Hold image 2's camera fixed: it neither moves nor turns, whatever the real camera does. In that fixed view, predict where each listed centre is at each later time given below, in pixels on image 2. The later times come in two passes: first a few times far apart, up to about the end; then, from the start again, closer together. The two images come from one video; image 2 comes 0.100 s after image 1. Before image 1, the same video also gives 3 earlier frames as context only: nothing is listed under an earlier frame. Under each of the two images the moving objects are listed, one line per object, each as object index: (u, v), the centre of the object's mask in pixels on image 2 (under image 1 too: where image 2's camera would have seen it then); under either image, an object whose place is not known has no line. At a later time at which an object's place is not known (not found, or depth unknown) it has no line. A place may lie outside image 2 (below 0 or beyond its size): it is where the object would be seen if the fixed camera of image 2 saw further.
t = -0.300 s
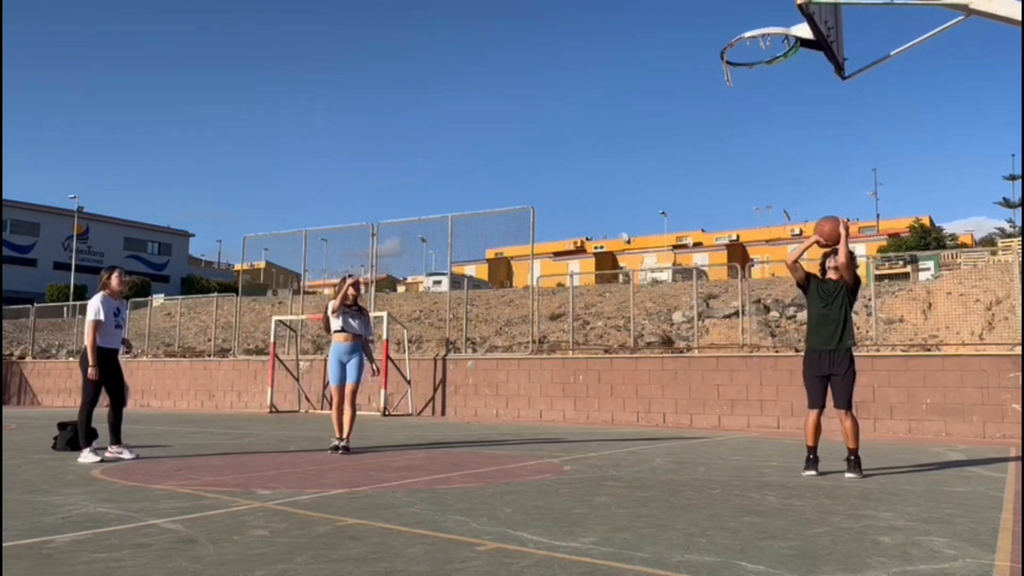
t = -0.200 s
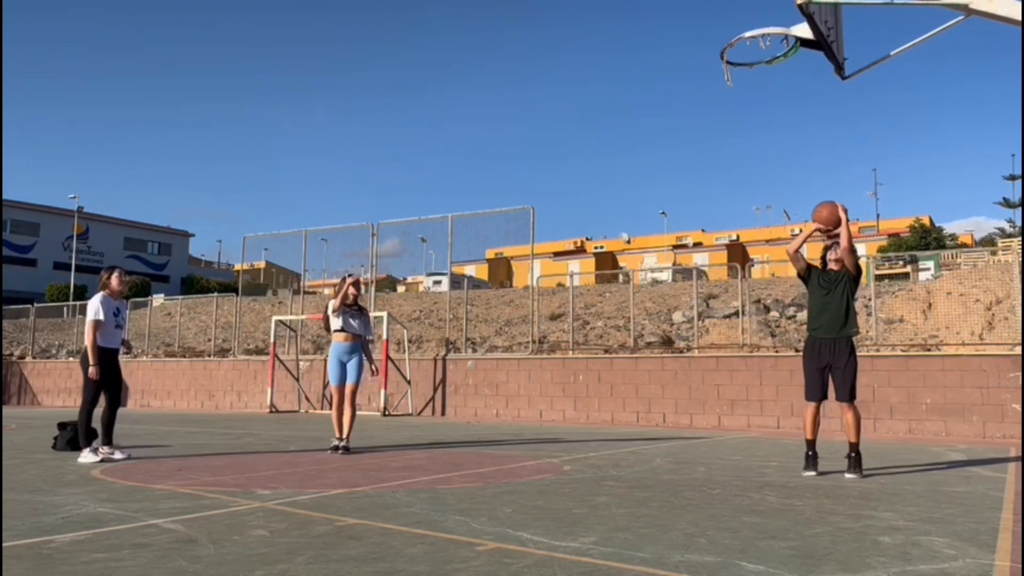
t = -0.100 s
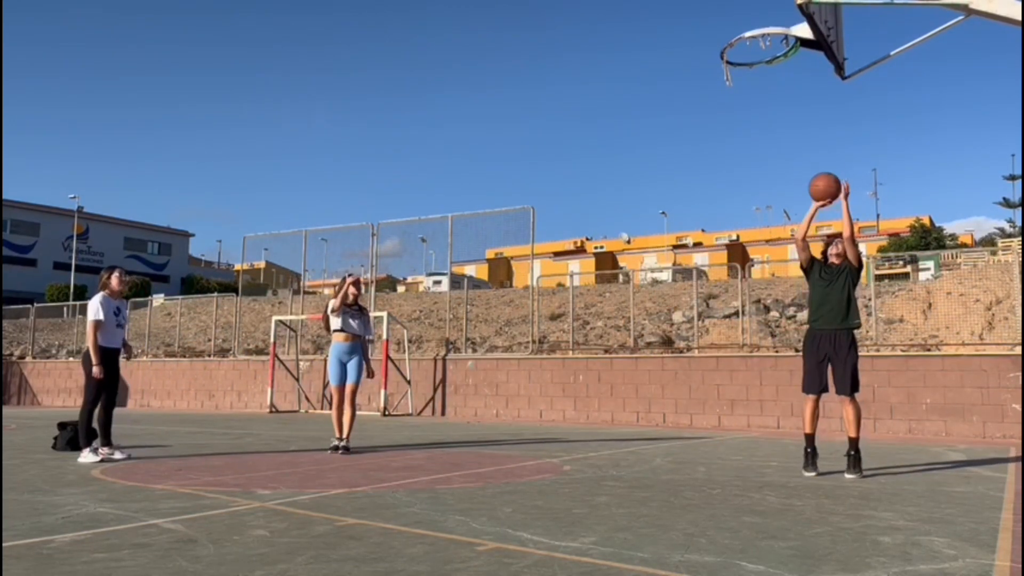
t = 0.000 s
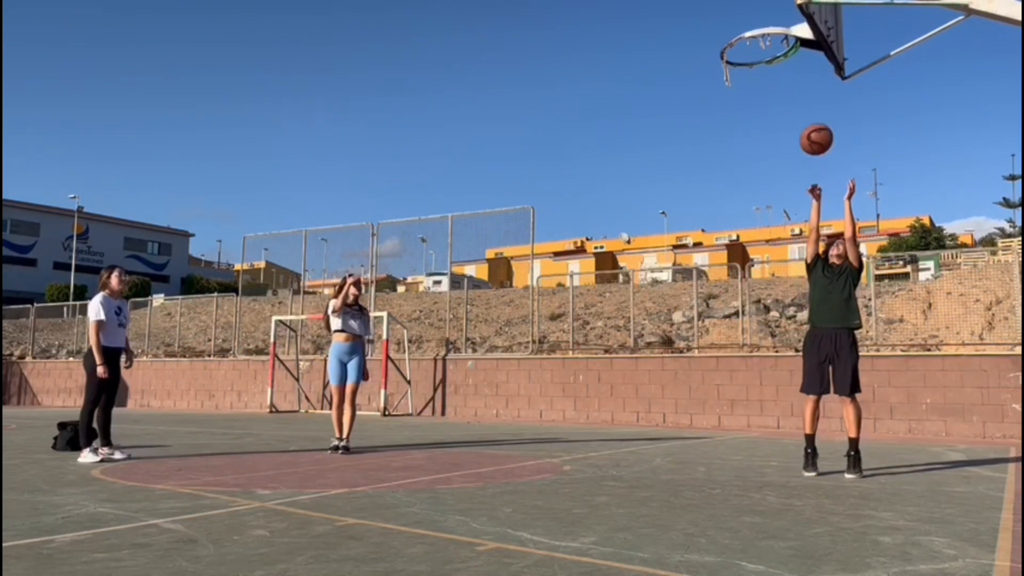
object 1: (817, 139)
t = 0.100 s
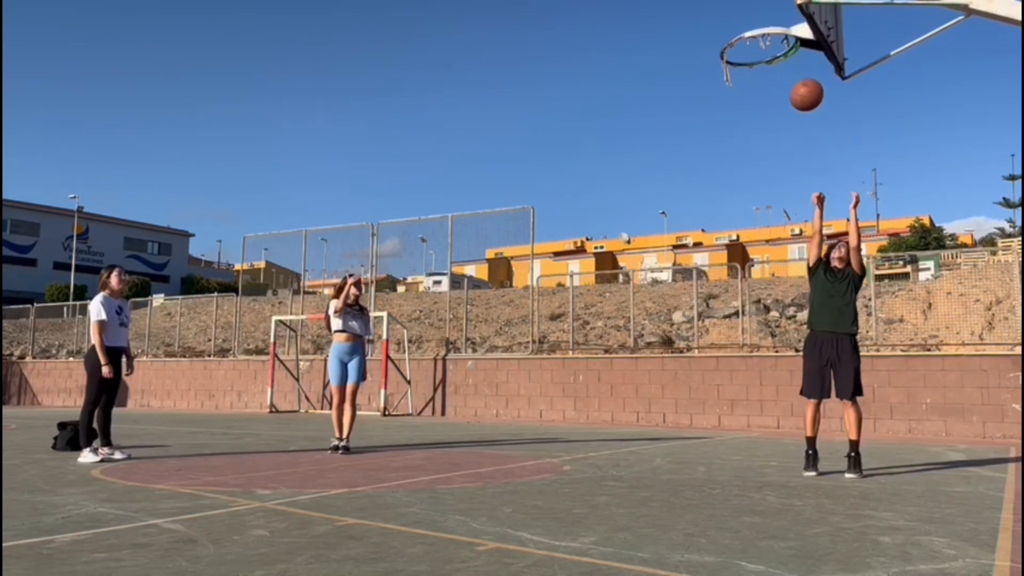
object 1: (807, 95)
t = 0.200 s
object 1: (798, 64)
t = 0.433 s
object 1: (775, 34)
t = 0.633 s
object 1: (754, 68)
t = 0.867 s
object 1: (729, 199)
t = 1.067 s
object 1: (708, 412)
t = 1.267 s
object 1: (699, 350)
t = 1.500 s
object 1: (693, 188)
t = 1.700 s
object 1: (690, 128)
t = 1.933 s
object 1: (685, 155)
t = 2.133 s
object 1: (682, 274)
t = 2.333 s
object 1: (682, 501)
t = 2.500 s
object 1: (676, 370)
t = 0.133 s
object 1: (804, 83)
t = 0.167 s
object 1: (800, 72)
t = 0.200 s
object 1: (798, 64)
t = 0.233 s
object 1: (793, 56)
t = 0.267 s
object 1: (789, 49)
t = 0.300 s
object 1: (781, 43)
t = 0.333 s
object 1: (781, 38)
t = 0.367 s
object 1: (779, 34)
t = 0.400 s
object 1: (778, 34)
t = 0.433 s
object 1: (775, 34)
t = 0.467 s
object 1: (772, 35)
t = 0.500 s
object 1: (768, 39)
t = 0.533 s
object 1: (765, 47)
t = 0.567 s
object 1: (762, 51)
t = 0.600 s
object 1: (758, 59)
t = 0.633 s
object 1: (754, 68)
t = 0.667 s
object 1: (751, 80)
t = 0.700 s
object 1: (748, 95)
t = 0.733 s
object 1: (744, 111)
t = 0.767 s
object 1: (741, 130)
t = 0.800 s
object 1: (737, 150)
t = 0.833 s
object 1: (733, 173)
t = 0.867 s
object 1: (729, 199)
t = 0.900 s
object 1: (725, 227)
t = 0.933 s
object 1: (721, 258)
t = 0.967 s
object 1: (718, 292)
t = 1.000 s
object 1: (715, 329)
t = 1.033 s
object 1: (712, 369)
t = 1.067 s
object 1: (708, 412)
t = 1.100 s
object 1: (706, 459)
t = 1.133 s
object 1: (704, 488)
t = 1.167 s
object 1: (703, 450)
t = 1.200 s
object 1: (701, 415)
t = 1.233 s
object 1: (700, 381)
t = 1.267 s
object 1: (699, 350)
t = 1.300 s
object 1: (697, 321)
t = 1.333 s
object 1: (697, 294)
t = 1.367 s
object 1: (696, 268)
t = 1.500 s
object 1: (693, 188)
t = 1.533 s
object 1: (693, 173)
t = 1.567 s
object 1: (692, 159)
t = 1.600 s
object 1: (692, 149)
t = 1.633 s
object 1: (691, 139)
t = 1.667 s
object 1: (690, 133)
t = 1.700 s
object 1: (690, 128)
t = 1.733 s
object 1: (689, 125)
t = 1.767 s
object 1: (689, 124)
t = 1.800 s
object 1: (688, 126)
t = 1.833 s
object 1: (687, 130)
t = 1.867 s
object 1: (687, 136)
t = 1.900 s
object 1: (686, 144)
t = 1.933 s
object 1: (685, 155)
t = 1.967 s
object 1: (685, 168)
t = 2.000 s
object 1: (684, 184)
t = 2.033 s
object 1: (684, 202)
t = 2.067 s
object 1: (683, 223)
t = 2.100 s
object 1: (683, 247)
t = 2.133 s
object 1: (682, 274)
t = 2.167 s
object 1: (682, 304)
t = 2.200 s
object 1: (682, 336)
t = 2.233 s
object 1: (682, 372)
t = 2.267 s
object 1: (681, 412)
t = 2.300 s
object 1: (682, 455)
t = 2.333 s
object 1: (682, 501)
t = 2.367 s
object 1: (682, 499)
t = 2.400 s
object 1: (681, 462)
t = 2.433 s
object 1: (679, 429)
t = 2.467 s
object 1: (678, 398)
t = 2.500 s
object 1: (676, 370)
